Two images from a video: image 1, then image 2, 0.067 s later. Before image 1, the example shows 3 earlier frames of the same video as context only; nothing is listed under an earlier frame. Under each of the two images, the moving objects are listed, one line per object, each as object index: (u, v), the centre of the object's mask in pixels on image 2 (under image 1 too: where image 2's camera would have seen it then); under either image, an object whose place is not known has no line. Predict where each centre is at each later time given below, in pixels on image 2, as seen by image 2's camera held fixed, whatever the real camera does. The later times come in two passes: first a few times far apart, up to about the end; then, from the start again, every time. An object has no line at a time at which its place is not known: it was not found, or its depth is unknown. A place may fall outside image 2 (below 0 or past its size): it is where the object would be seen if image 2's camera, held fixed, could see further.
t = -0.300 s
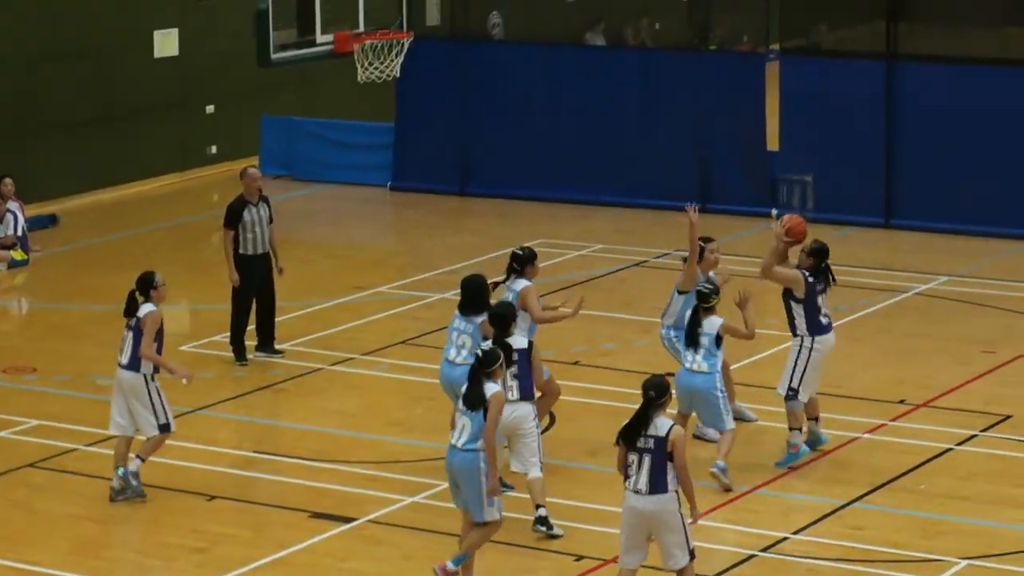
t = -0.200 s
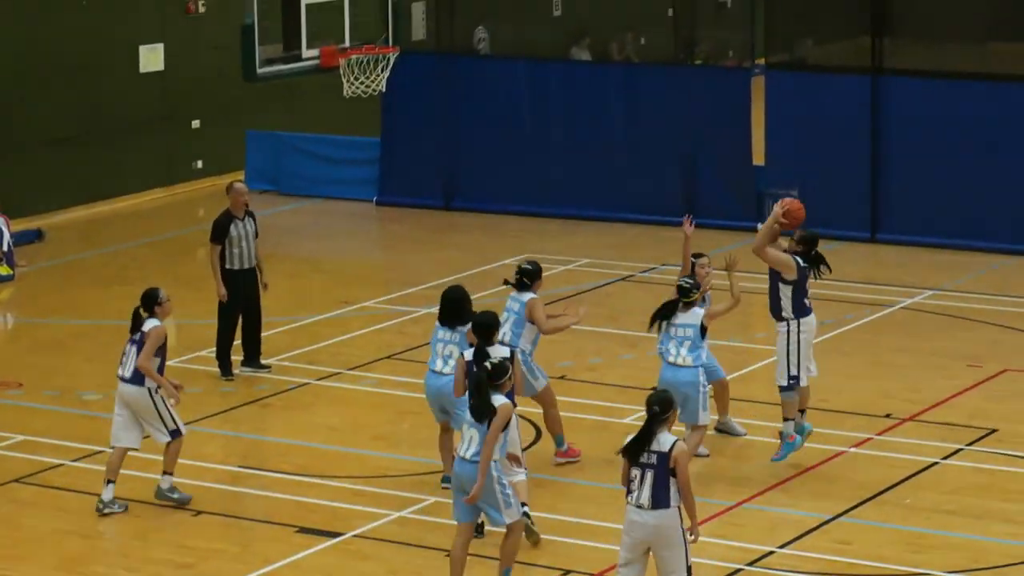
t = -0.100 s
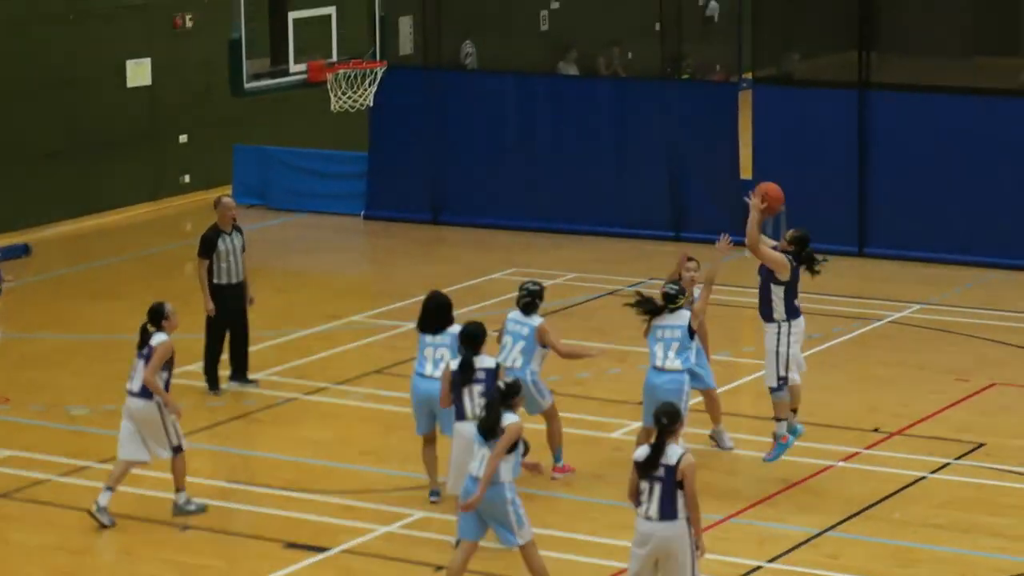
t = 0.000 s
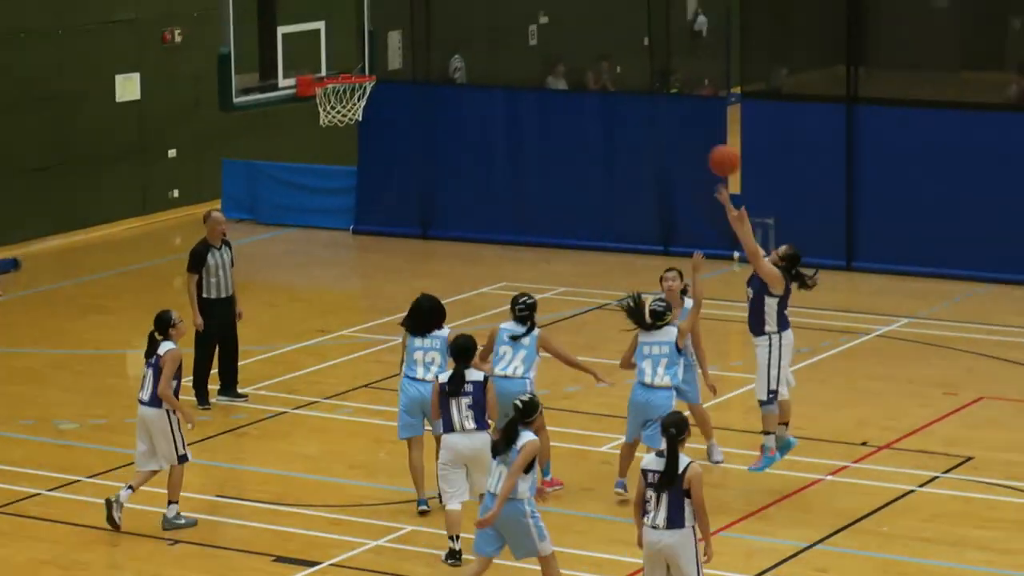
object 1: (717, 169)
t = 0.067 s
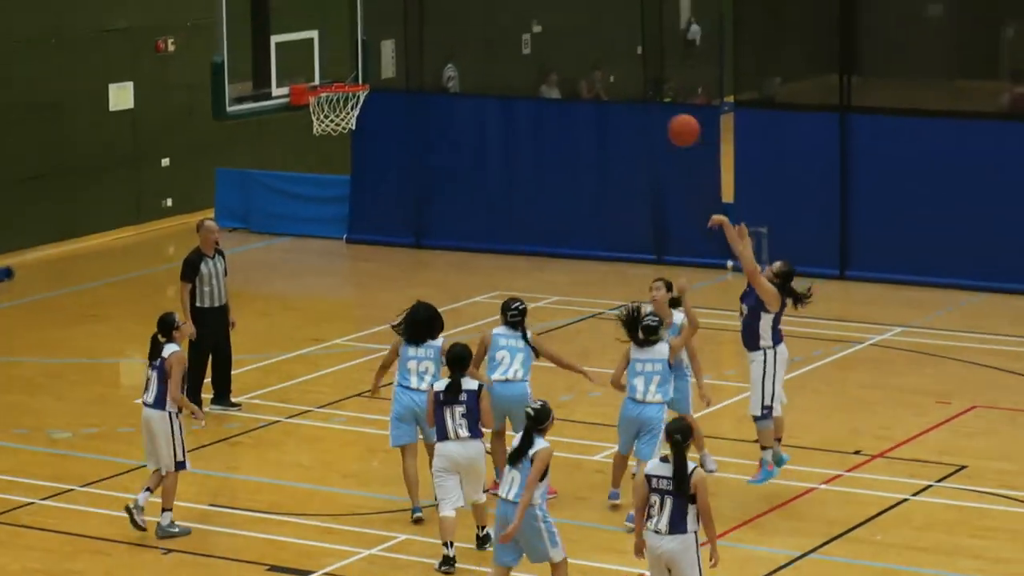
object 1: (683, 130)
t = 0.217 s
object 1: (609, 63)
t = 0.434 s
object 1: (504, 17)
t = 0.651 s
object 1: (403, 32)
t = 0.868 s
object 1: (333, 94)
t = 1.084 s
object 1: (352, 154)
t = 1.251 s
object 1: (370, 234)
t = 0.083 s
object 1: (675, 121)
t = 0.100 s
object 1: (667, 113)
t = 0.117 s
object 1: (659, 104)
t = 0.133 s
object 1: (650, 96)
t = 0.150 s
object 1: (642, 89)
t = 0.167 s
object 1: (634, 82)
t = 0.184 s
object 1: (625, 75)
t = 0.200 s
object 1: (617, 69)
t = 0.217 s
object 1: (609, 63)
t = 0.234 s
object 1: (600, 57)
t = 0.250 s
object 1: (593, 51)
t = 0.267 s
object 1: (584, 47)
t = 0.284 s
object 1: (576, 42)
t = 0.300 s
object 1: (568, 38)
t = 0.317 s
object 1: (560, 34)
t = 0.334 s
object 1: (552, 30)
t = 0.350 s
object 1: (544, 27)
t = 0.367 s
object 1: (535, 24)
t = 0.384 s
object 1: (527, 22)
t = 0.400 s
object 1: (519, 20)
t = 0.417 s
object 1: (512, 19)
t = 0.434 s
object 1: (504, 17)
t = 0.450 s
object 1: (496, 16)
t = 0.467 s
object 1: (488, 15)
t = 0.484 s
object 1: (480, 15)
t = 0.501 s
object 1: (472, 16)
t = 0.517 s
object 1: (464, 16)
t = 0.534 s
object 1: (457, 17)
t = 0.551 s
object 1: (448, 18)
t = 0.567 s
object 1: (441, 20)
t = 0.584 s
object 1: (433, 21)
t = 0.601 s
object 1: (426, 24)
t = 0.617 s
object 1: (418, 26)
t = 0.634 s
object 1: (411, 29)
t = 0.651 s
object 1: (403, 32)
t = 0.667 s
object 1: (396, 36)
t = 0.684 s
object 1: (388, 40)
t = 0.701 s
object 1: (380, 44)
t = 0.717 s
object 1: (373, 49)
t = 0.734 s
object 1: (365, 54)
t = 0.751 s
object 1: (358, 60)
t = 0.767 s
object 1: (351, 65)
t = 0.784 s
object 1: (344, 71)
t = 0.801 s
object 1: (337, 76)
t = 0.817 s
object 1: (331, 79)
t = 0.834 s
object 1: (331, 83)
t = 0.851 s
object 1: (331, 88)
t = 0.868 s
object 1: (333, 94)
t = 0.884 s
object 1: (333, 98)
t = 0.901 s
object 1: (332, 105)
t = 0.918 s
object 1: (332, 106)
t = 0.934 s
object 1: (333, 108)
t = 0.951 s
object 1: (336, 111)
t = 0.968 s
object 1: (340, 114)
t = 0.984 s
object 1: (339, 123)
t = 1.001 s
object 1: (344, 130)
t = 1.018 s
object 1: (346, 135)
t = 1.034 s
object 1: (347, 139)
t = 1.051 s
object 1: (348, 143)
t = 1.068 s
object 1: (350, 148)
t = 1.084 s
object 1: (352, 154)
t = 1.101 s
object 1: (353, 161)
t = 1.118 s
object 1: (355, 167)
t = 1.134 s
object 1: (357, 174)
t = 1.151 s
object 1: (359, 182)
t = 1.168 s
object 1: (361, 190)
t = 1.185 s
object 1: (363, 199)
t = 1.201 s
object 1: (364, 207)
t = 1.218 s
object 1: (366, 216)
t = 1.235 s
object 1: (368, 225)
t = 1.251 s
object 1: (370, 234)
